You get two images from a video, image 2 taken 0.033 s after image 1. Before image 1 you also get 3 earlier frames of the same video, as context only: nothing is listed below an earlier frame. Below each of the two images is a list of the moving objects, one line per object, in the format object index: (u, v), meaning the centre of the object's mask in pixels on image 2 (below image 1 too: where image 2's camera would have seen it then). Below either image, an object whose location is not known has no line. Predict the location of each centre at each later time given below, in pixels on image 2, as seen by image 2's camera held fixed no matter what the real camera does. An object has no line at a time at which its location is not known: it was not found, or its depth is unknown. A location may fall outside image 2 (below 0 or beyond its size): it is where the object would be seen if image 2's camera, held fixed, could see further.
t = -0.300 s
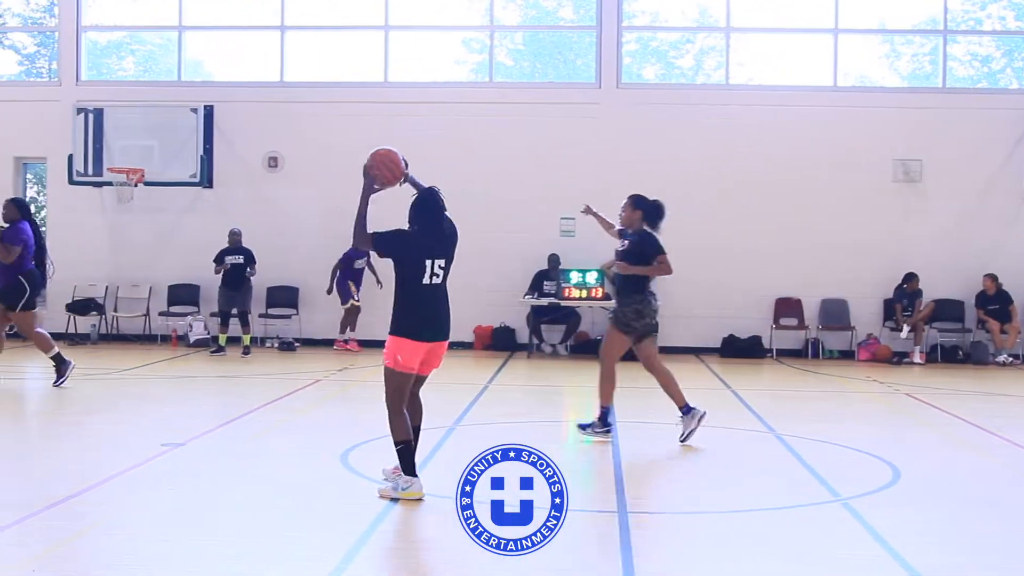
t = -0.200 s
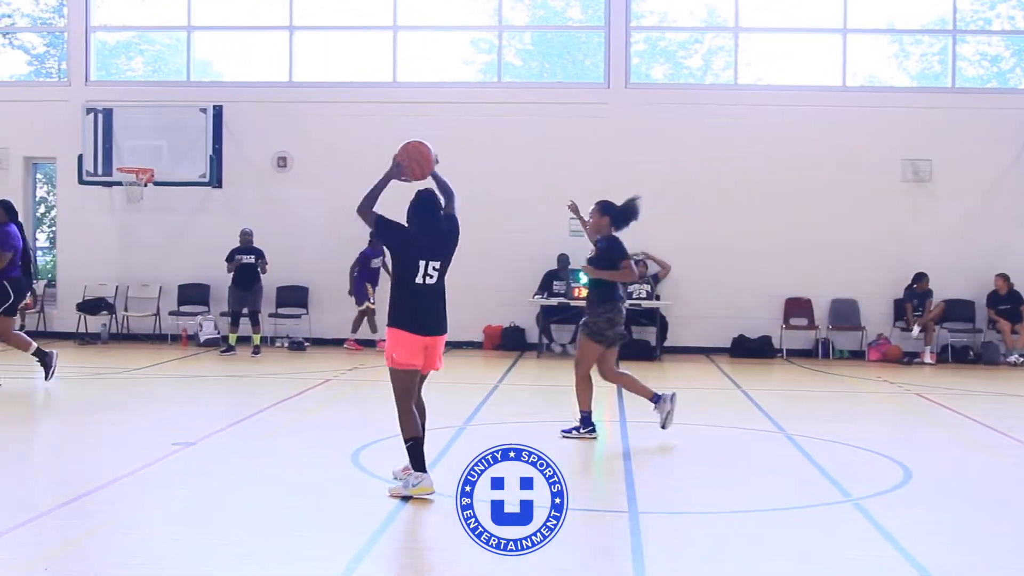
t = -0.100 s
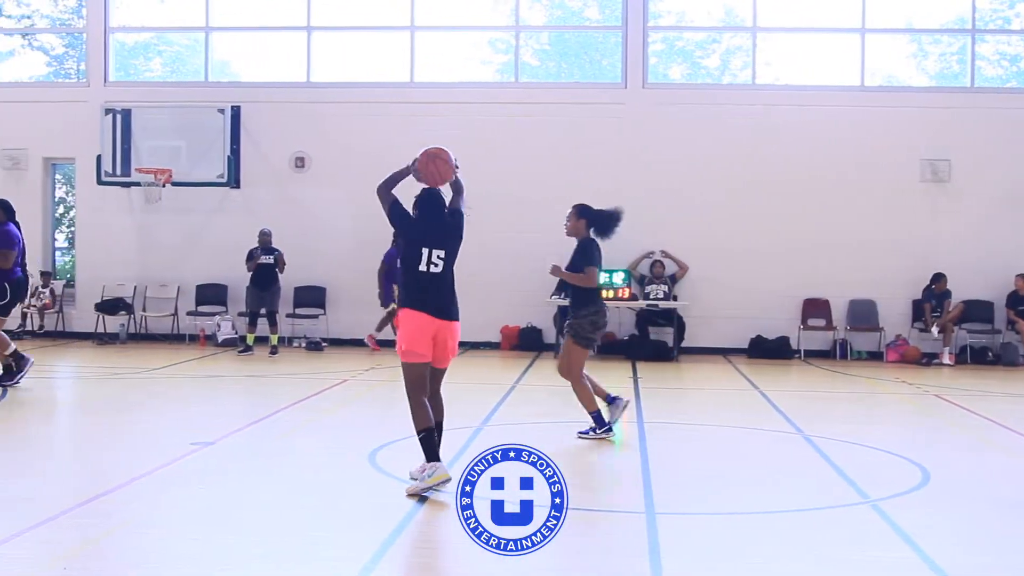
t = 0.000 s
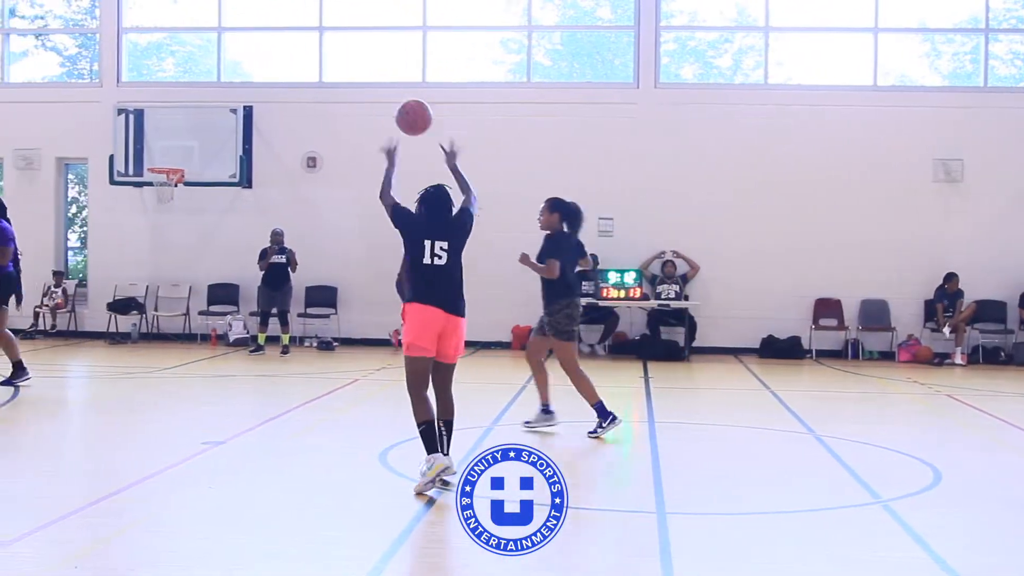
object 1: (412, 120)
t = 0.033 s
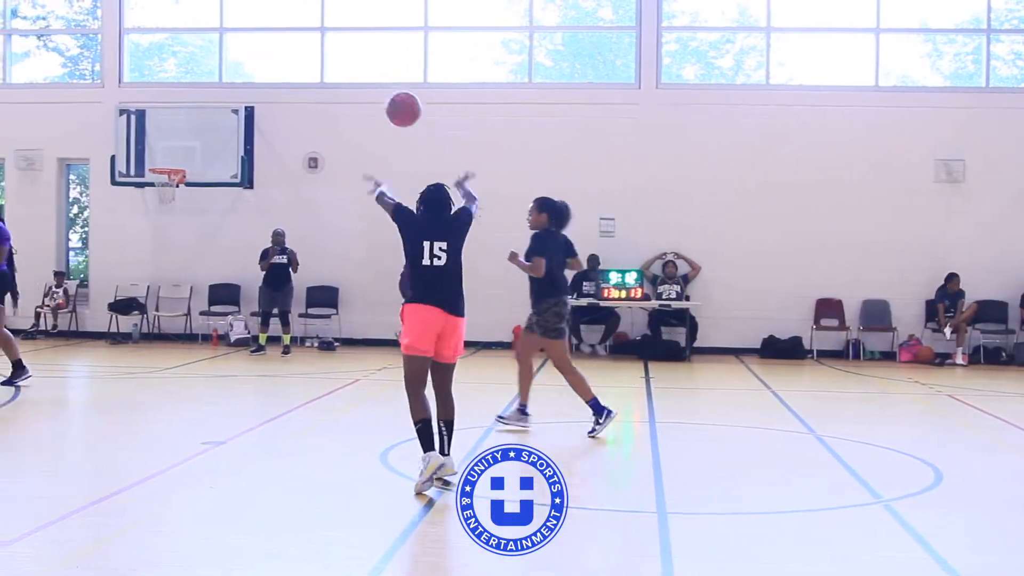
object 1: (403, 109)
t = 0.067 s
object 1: (391, 103)
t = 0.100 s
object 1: (380, 100)
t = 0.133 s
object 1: (370, 99)
